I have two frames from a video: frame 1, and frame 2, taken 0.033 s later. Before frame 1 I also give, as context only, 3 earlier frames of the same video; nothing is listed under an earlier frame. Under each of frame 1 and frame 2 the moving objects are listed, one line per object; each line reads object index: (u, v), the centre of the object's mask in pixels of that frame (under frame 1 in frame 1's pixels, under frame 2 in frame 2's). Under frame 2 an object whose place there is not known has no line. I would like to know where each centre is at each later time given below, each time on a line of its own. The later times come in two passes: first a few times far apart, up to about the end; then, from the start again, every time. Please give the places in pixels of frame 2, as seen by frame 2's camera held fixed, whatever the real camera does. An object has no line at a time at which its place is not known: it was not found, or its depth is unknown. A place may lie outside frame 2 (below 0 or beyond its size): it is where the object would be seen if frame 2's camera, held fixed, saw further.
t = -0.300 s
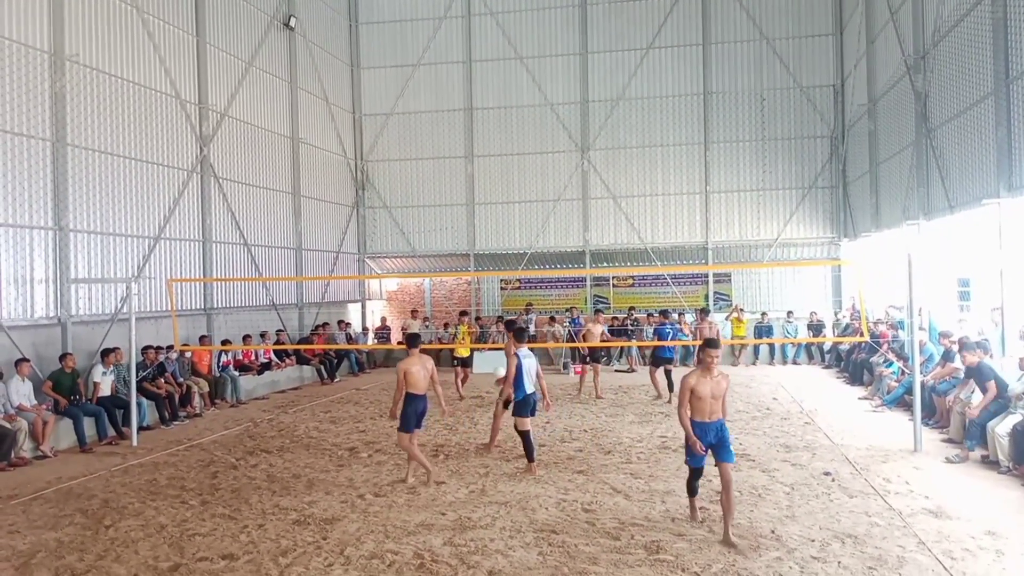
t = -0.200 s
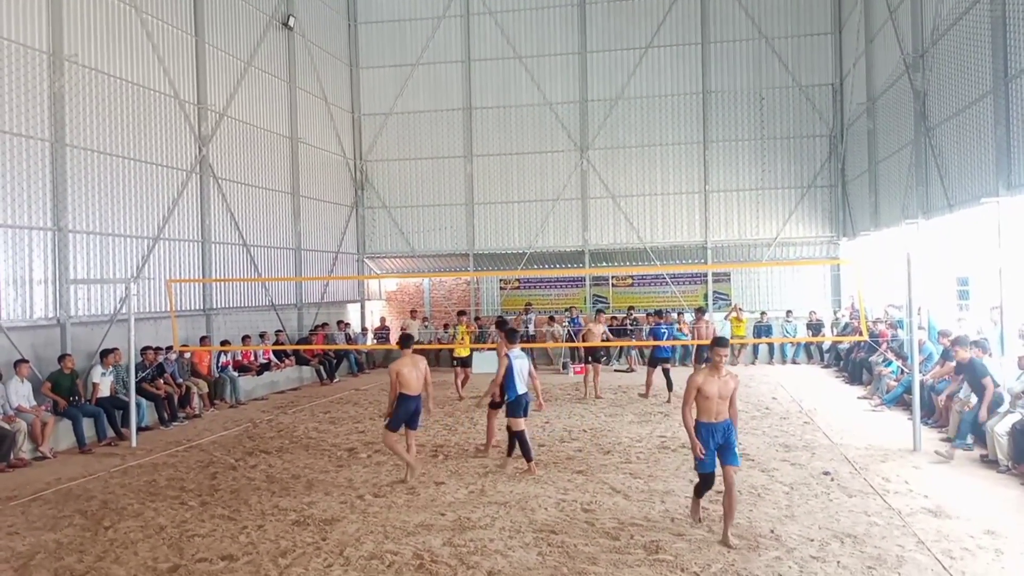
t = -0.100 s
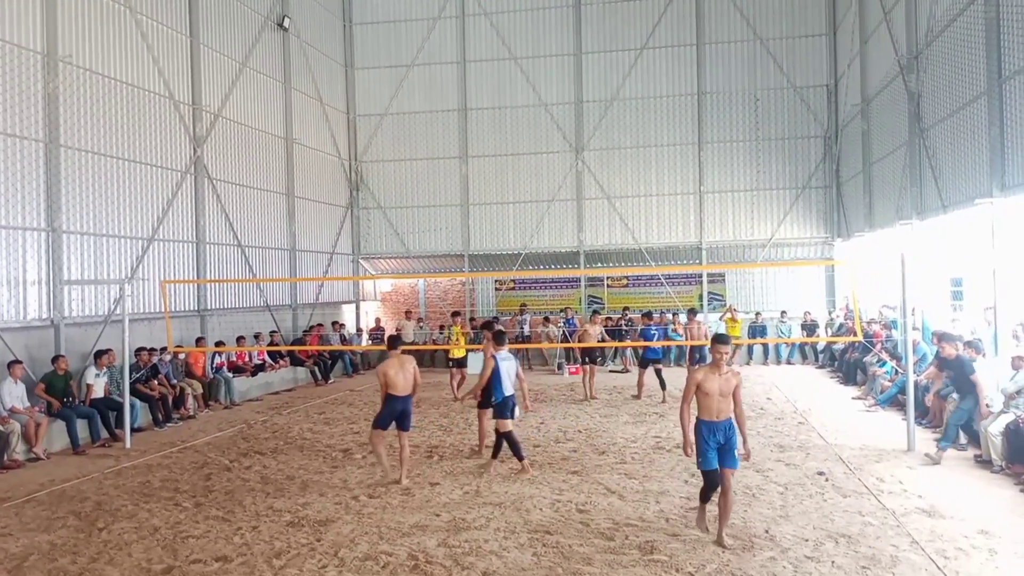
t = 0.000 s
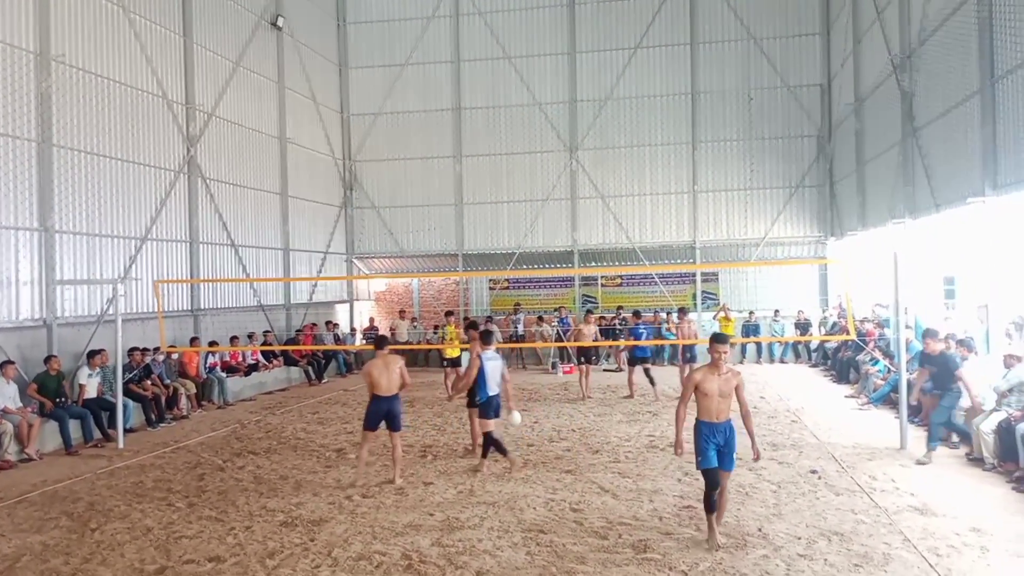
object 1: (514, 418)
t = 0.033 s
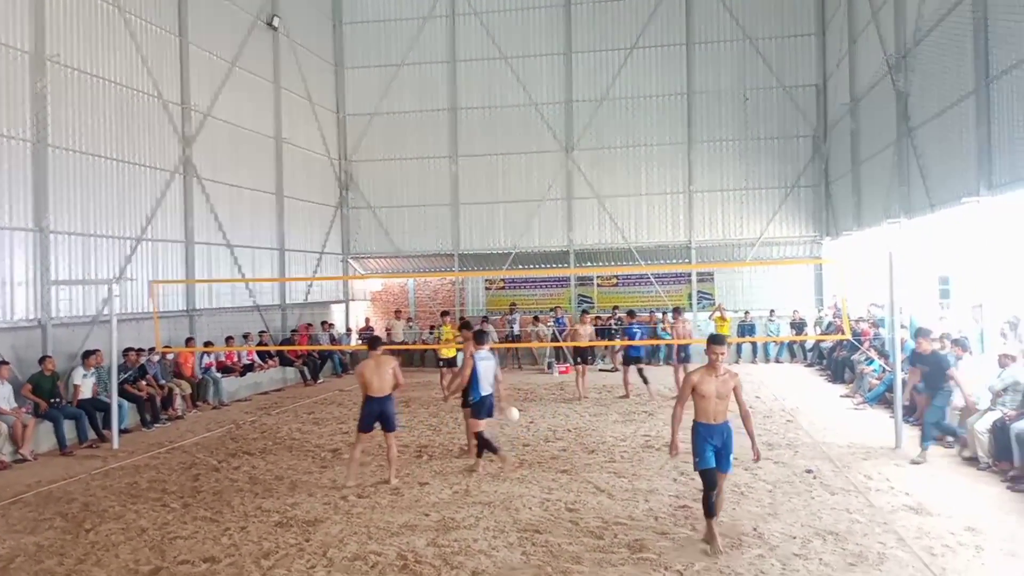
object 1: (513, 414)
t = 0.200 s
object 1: (522, 405)
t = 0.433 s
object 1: (538, 430)
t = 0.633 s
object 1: (554, 454)
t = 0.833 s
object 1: (572, 447)
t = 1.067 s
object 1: (600, 496)
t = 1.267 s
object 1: (617, 512)
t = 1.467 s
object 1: (635, 520)
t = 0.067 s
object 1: (514, 410)
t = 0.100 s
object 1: (516, 408)
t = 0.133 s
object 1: (518, 406)
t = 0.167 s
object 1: (520, 405)
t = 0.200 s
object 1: (522, 405)
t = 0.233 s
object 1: (524, 406)
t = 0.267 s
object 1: (526, 407)
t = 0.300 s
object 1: (529, 411)
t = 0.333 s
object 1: (530, 414)
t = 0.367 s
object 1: (533, 418)
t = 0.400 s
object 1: (536, 424)
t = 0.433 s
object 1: (538, 430)
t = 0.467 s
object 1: (541, 438)
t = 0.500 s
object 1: (544, 448)
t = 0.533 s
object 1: (546, 458)
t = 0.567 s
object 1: (549, 463)
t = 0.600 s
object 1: (552, 459)
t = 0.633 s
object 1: (554, 454)
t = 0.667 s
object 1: (557, 450)
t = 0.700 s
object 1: (559, 448)
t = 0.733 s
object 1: (562, 446)
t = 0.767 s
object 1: (565, 446)
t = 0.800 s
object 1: (568, 446)
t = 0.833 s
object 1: (572, 447)
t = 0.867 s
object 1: (575, 450)
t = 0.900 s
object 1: (579, 454)
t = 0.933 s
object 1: (582, 459)
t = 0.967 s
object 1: (587, 466)
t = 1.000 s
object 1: (591, 475)
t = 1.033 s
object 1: (596, 485)
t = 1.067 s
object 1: (600, 496)
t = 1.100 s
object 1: (604, 509)
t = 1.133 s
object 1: (608, 525)
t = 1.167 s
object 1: (611, 526)
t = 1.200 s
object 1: (613, 521)
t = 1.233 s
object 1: (616, 516)
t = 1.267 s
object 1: (617, 512)
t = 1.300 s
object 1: (620, 510)
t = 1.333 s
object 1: (622, 509)
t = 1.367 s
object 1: (625, 510)
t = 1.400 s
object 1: (628, 511)
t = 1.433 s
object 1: (632, 515)
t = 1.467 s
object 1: (635, 520)
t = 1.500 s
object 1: (639, 528)
